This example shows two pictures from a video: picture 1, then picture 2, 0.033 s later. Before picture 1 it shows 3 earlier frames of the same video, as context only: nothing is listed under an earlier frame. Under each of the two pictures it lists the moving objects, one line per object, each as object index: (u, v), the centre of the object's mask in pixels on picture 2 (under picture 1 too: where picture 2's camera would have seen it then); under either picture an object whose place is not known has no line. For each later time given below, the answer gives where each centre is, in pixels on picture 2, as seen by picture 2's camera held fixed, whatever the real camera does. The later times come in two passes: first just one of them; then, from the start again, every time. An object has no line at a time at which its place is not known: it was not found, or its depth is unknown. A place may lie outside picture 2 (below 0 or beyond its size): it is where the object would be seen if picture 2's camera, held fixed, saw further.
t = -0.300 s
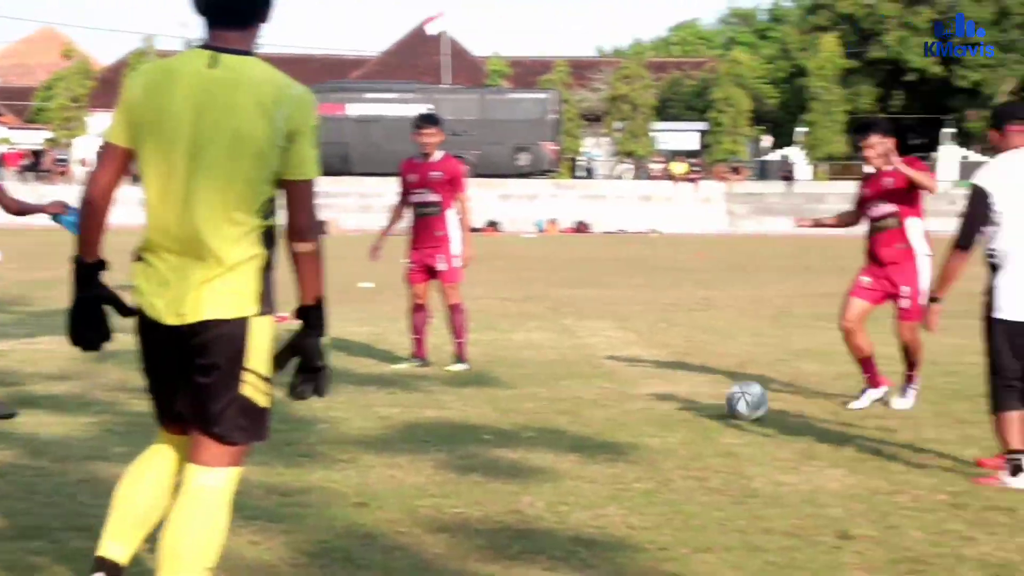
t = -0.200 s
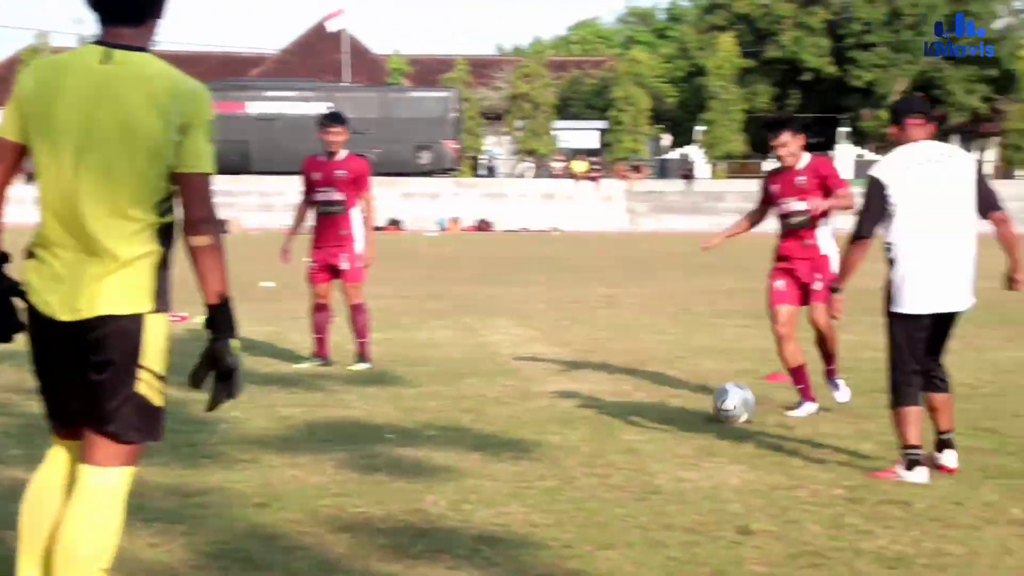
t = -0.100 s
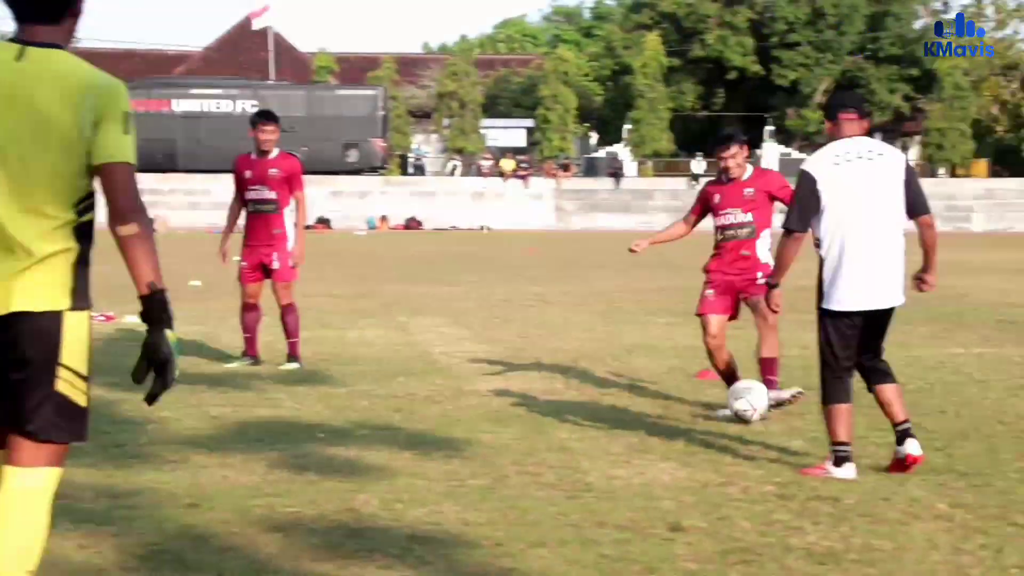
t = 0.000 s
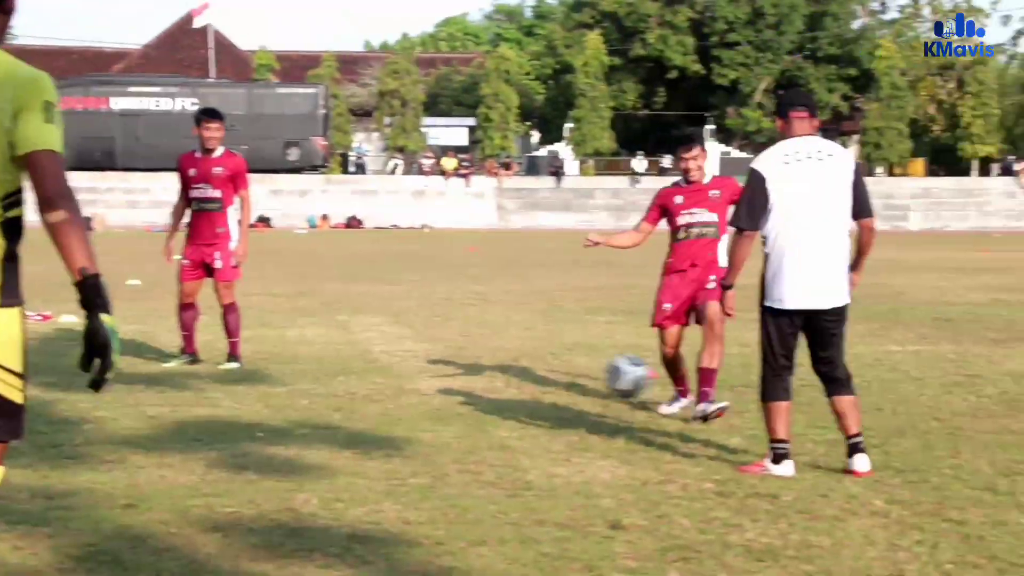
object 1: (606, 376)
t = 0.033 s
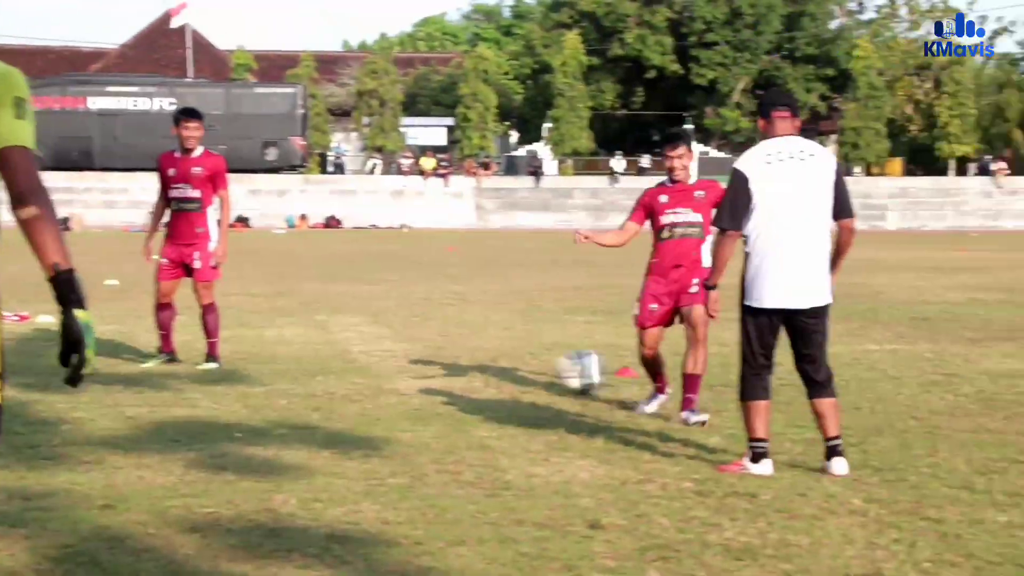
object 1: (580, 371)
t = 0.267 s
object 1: (368, 410)
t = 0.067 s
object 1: (557, 370)
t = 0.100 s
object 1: (528, 371)
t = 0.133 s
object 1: (499, 372)
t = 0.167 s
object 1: (469, 379)
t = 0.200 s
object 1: (434, 387)
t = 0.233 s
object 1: (402, 399)
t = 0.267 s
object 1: (368, 410)
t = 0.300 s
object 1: (331, 428)
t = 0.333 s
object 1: (293, 448)
